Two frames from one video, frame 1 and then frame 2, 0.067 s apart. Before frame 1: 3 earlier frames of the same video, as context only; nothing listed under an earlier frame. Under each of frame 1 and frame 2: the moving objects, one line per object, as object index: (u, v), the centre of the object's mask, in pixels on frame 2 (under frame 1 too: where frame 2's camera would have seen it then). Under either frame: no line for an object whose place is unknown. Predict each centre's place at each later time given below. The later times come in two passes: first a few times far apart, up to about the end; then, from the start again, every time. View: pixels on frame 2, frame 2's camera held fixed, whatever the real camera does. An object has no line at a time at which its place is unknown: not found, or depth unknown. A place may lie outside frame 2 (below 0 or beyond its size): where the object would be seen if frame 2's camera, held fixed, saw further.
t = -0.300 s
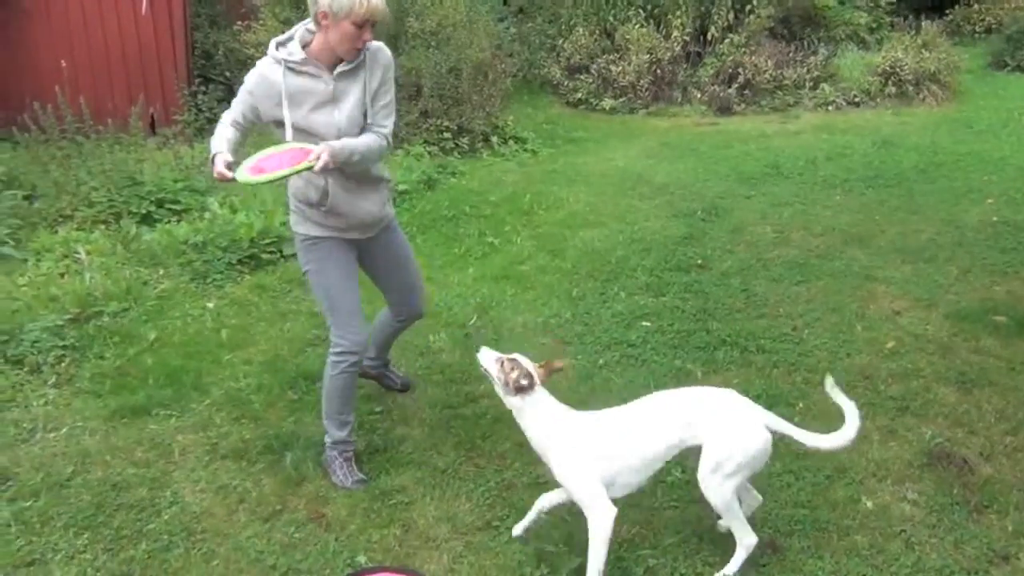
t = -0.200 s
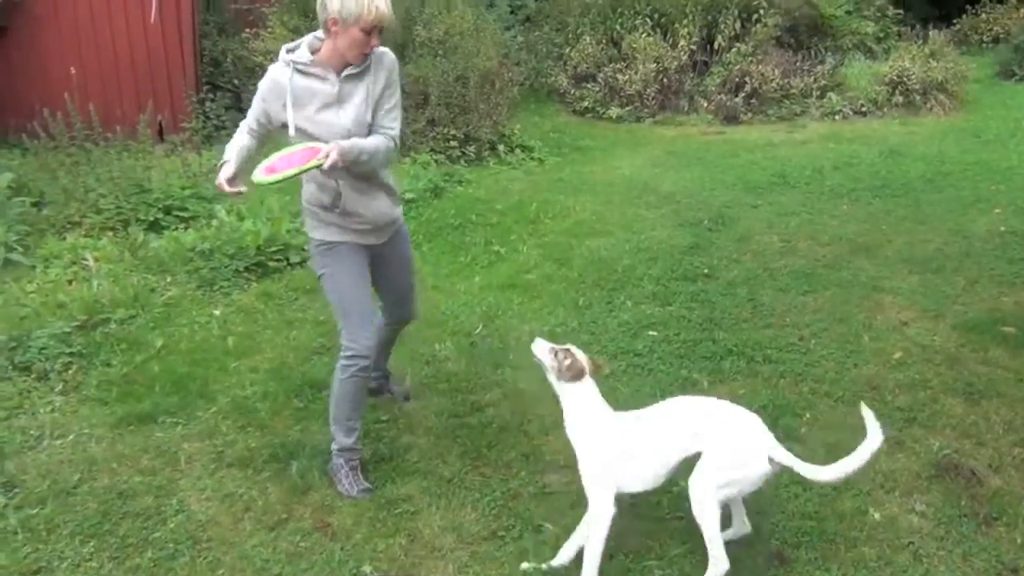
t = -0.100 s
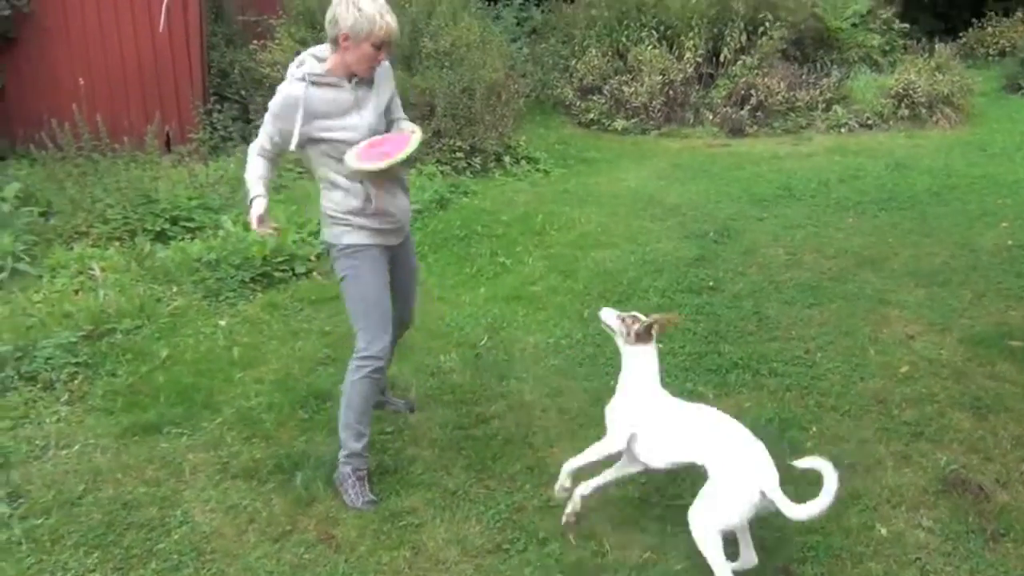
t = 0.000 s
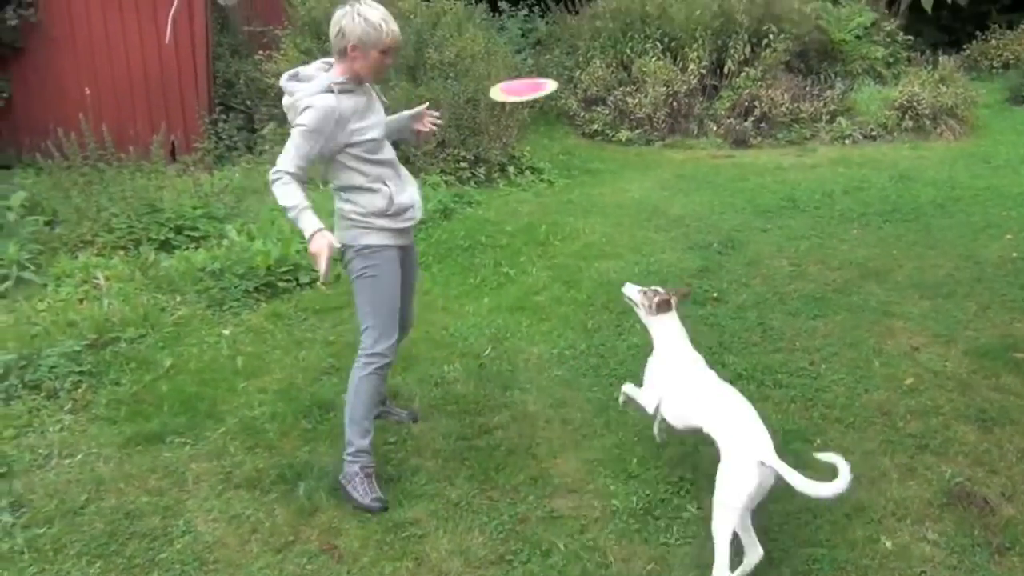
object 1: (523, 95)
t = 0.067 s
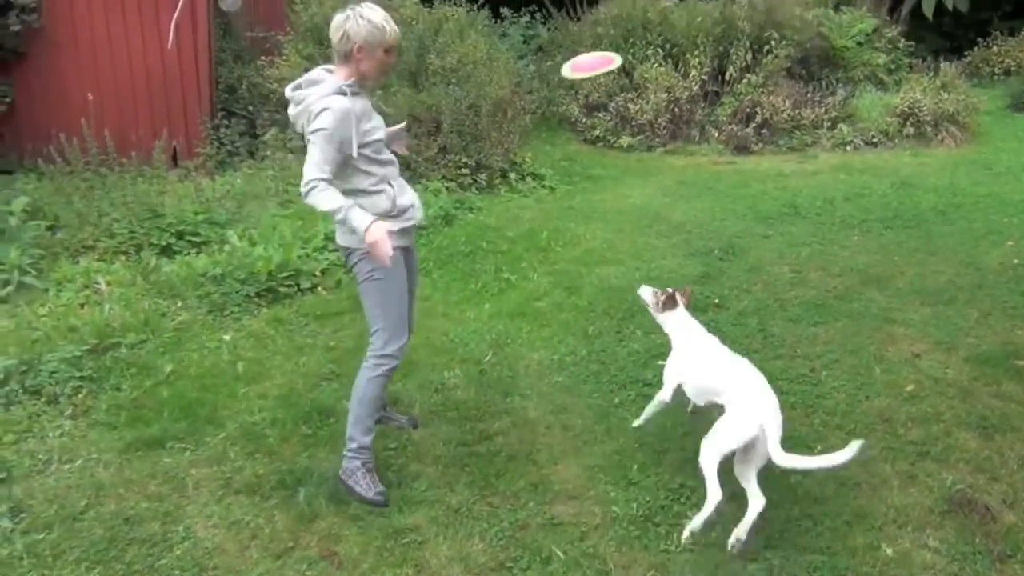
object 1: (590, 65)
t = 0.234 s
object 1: (709, 34)
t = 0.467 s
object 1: (808, 31)
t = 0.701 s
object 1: (874, 45)
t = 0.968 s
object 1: (943, 74)
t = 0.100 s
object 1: (618, 55)
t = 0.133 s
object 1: (646, 47)
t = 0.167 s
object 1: (668, 41)
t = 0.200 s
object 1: (689, 37)
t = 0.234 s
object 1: (709, 34)
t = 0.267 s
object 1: (726, 32)
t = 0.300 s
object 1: (741, 30)
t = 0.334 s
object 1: (758, 29)
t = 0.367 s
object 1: (771, 29)
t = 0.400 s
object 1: (783, 30)
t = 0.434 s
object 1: (797, 31)
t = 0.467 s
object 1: (808, 31)
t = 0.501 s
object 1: (818, 33)
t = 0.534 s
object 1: (828, 35)
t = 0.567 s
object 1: (838, 36)
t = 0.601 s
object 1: (847, 38)
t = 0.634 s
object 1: (858, 41)
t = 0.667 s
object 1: (866, 42)
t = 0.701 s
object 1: (874, 45)
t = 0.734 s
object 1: (883, 47)
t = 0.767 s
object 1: (892, 50)
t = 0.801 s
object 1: (901, 54)
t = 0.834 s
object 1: (910, 57)
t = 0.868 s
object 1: (918, 61)
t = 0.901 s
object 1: (926, 64)
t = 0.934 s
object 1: (934, 69)
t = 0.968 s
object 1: (943, 74)
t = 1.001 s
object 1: (950, 80)
